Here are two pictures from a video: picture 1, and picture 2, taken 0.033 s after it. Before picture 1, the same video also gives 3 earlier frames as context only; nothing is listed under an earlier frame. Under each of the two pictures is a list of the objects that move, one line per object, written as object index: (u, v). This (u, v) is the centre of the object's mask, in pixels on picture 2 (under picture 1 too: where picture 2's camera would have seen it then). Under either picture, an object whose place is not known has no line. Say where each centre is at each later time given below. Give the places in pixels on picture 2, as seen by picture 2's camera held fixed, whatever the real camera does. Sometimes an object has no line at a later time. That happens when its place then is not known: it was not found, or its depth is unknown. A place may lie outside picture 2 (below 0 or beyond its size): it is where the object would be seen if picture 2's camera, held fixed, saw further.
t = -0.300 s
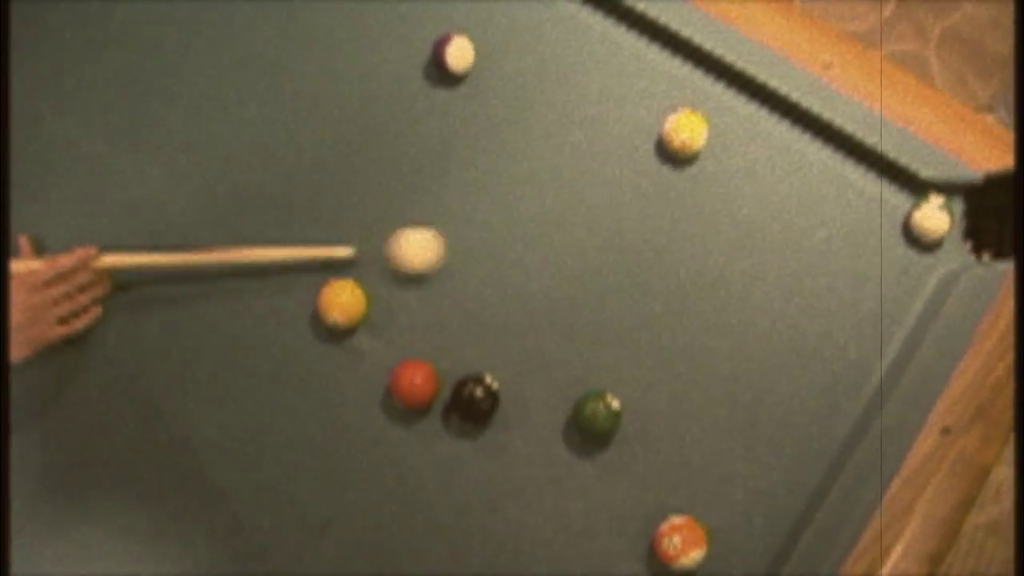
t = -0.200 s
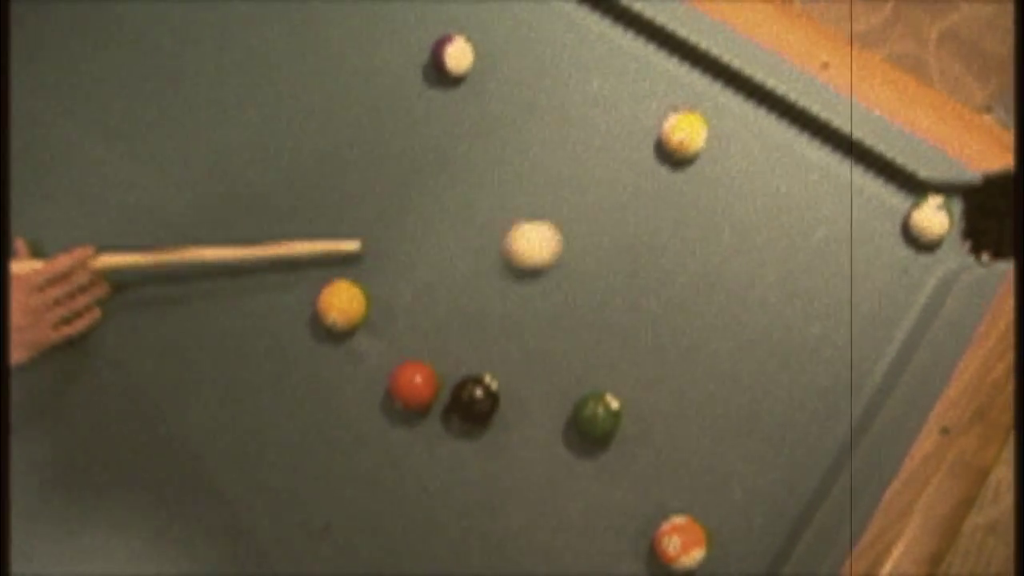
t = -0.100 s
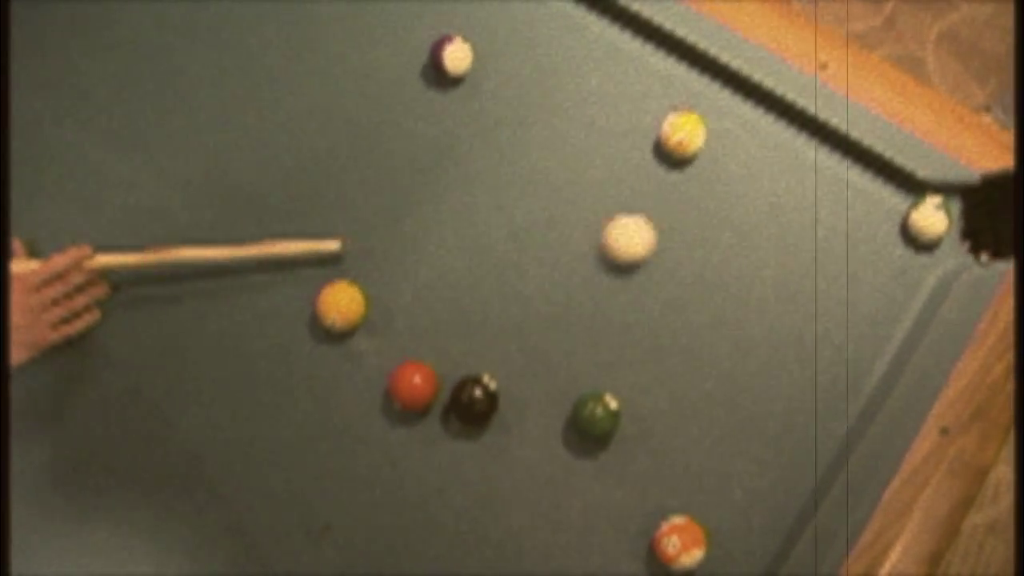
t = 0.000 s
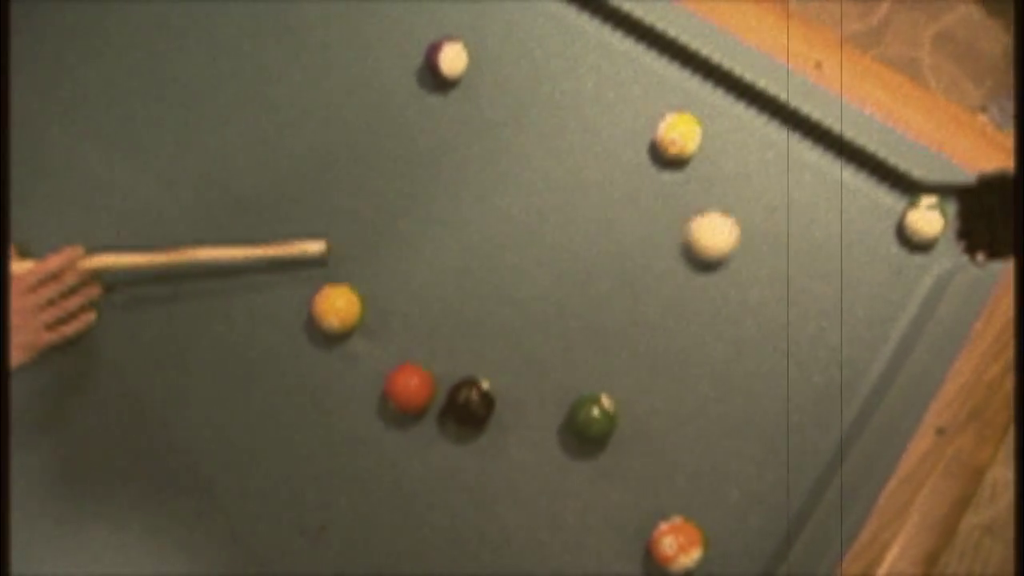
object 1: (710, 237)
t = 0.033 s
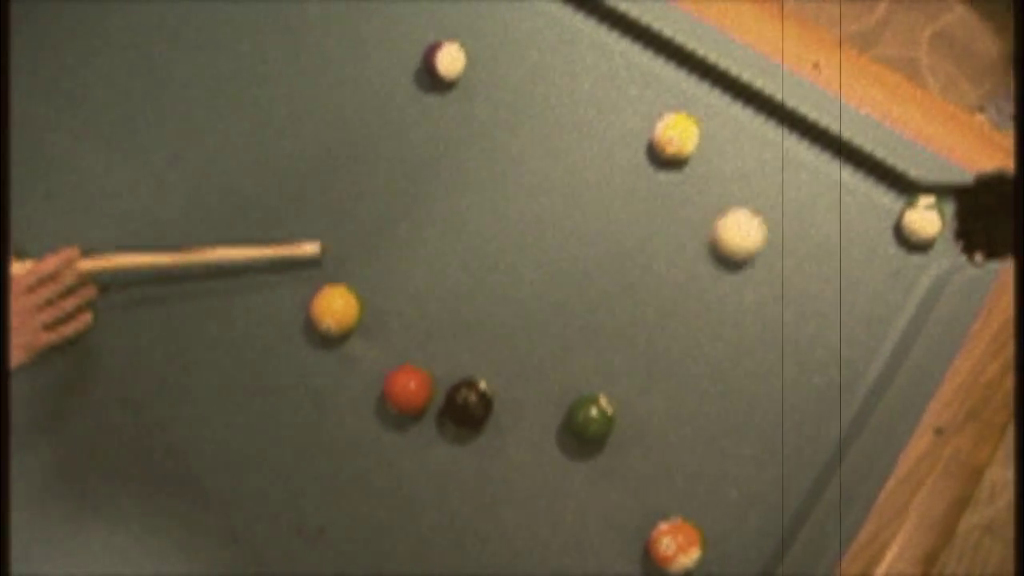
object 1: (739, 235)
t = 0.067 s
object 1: (768, 233)
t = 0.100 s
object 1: (796, 232)
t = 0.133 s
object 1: (823, 229)
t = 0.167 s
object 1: (851, 228)
